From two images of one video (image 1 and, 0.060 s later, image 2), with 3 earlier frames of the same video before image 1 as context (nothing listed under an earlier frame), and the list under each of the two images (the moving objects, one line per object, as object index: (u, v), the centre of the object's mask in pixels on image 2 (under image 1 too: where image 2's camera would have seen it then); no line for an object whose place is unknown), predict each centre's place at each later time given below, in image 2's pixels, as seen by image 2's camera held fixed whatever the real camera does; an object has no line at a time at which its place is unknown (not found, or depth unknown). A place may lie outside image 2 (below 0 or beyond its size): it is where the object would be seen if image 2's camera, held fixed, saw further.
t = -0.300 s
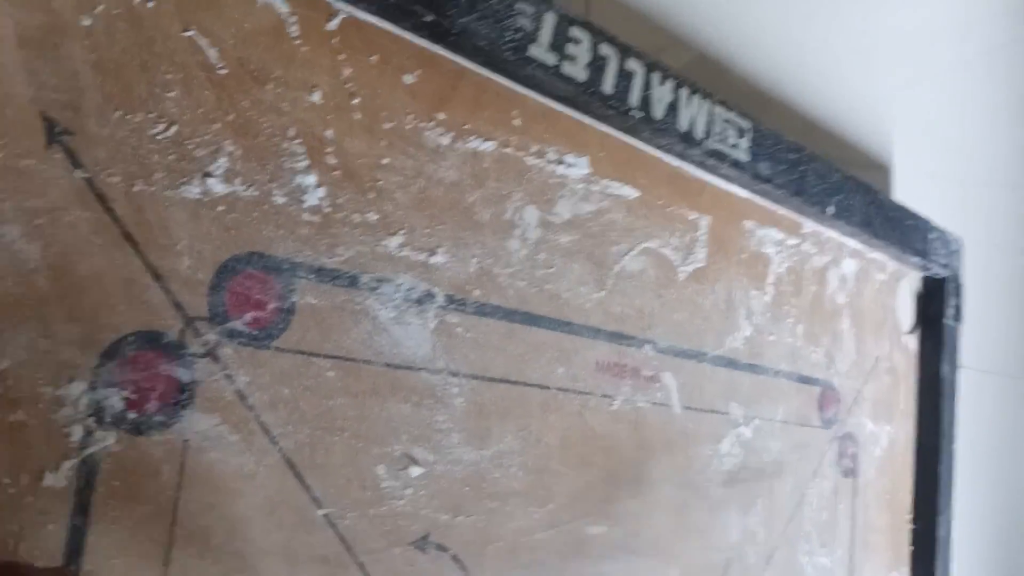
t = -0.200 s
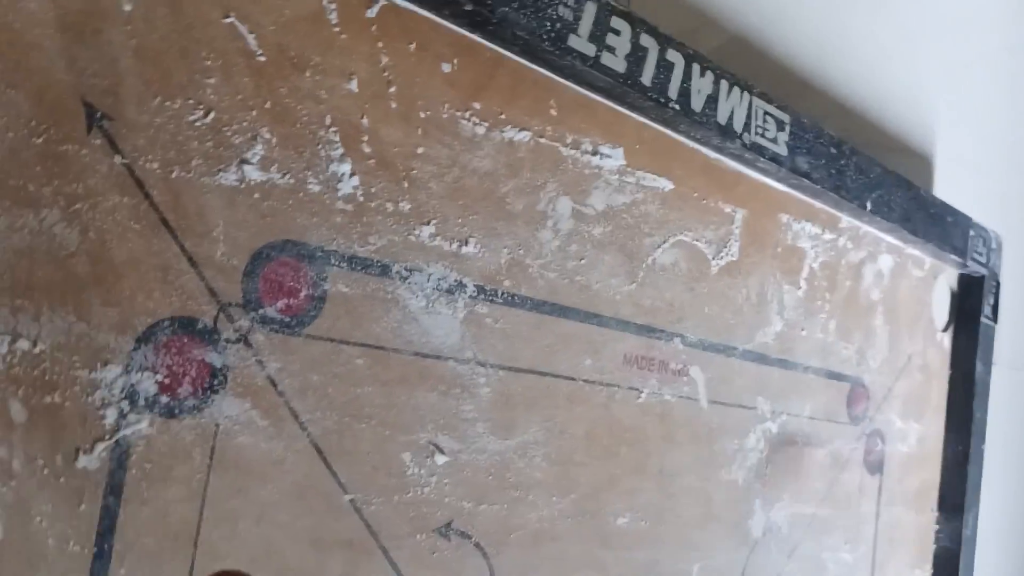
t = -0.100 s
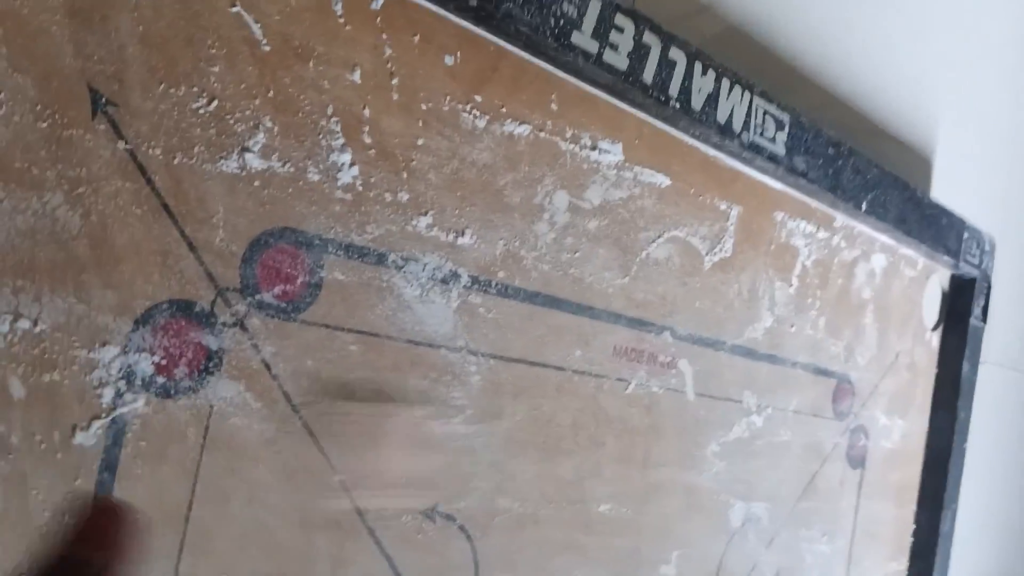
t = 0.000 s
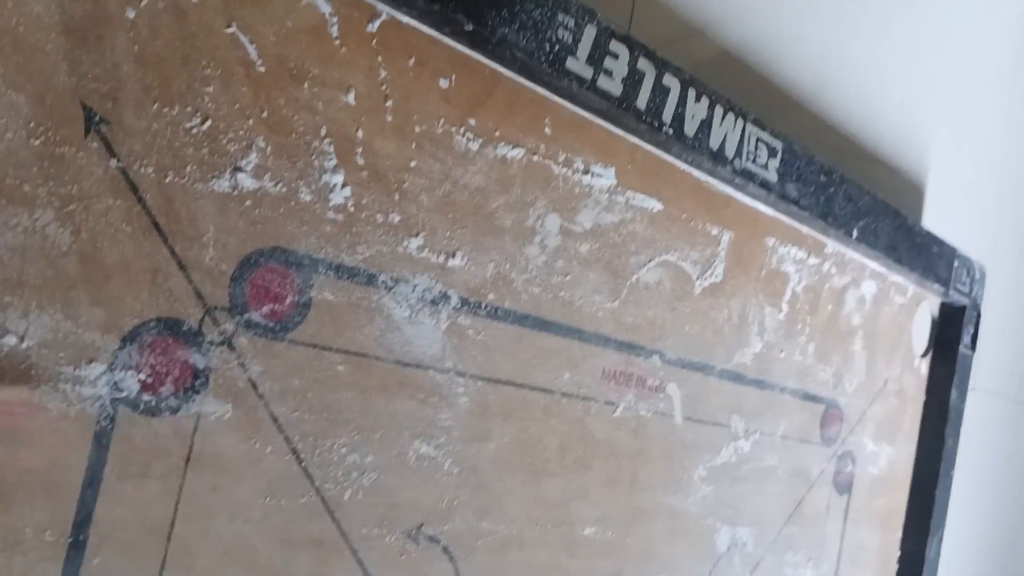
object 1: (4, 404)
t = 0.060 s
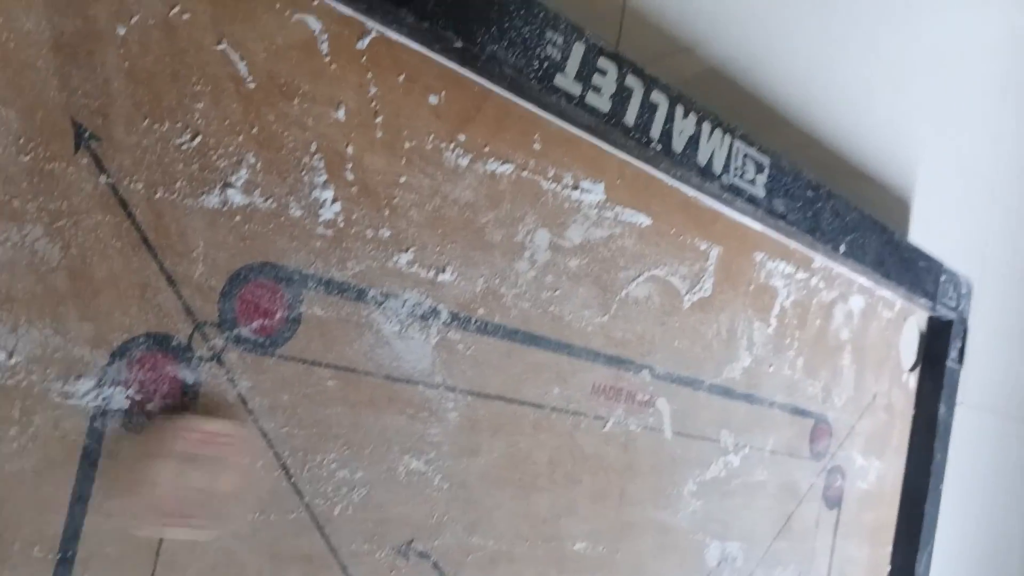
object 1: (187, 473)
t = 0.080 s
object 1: (245, 470)
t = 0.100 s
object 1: (294, 472)
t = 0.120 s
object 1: (383, 477)
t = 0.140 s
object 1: (422, 478)
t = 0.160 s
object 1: (457, 480)
